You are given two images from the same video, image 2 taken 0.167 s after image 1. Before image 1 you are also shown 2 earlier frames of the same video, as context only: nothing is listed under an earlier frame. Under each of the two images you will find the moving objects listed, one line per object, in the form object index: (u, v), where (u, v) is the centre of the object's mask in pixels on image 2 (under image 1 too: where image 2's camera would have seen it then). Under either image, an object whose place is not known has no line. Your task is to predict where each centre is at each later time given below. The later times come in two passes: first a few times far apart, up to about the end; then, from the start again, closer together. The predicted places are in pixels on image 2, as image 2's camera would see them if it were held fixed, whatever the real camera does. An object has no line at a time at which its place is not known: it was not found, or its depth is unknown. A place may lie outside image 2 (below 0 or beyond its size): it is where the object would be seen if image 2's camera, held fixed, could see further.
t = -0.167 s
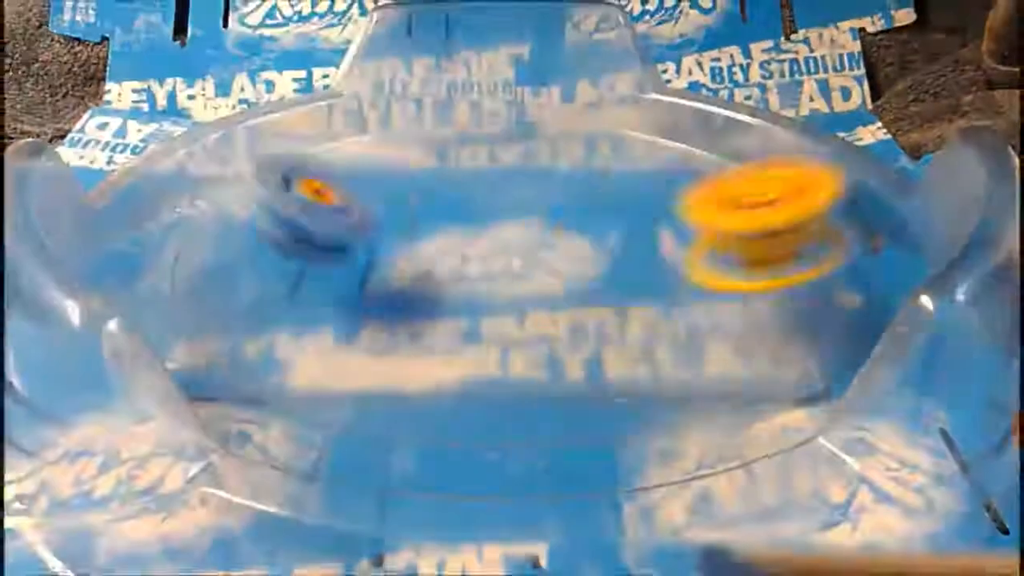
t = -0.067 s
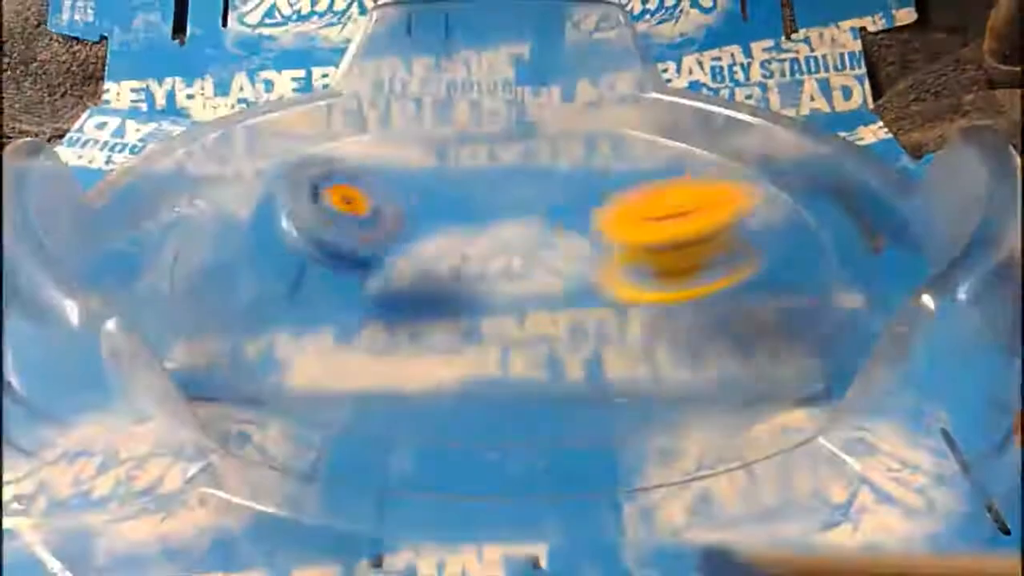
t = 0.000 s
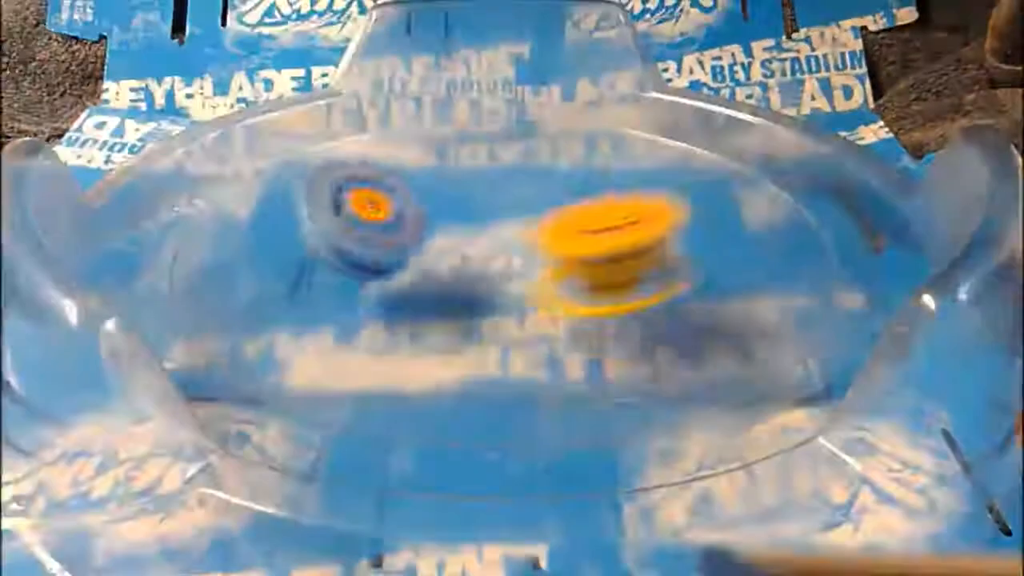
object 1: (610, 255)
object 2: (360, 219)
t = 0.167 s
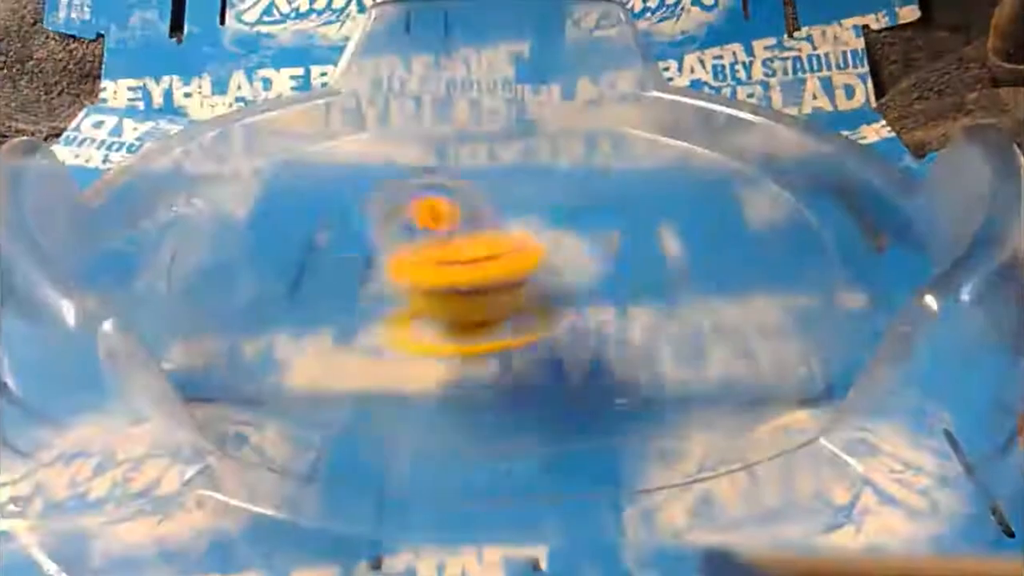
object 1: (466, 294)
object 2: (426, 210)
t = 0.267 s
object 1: (406, 311)
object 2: (517, 232)
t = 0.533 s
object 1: (336, 342)
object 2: (669, 240)
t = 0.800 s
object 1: (442, 279)
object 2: (663, 264)
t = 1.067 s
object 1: (432, 182)
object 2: (530, 274)
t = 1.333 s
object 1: (385, 164)
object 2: (347, 262)
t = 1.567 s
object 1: (535, 220)
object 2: (349, 244)
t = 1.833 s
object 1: (695, 205)
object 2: (440, 241)
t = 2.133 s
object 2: (527, 218)
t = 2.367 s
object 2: (509, 227)
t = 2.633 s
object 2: (477, 241)
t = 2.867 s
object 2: (470, 240)
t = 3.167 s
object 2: (466, 235)
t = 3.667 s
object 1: (445, 167)
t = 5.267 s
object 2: (566, 250)
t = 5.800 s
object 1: (591, 195)
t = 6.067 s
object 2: (491, 240)
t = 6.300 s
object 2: (538, 230)
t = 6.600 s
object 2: (551, 269)
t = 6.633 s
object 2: (545, 274)
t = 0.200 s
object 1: (442, 299)
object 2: (457, 207)
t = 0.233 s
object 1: (423, 304)
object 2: (488, 219)
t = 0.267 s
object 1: (406, 311)
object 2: (517, 232)
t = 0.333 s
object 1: (375, 326)
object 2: (575, 232)
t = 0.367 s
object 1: (359, 330)
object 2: (592, 234)
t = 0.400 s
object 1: (344, 335)
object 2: (613, 233)
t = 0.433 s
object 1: (332, 339)
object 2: (635, 235)
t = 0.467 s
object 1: (324, 341)
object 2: (651, 235)
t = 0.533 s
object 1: (336, 342)
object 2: (669, 240)
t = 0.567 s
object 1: (344, 339)
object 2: (674, 247)
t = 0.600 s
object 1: (354, 334)
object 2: (675, 248)
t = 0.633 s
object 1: (365, 328)
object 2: (673, 249)
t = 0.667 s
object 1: (381, 321)
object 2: (674, 251)
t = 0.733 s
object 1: (420, 303)
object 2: (670, 257)
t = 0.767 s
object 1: (432, 291)
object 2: (666, 261)
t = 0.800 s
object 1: (442, 279)
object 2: (663, 264)
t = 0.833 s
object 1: (446, 266)
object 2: (658, 268)
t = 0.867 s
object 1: (450, 252)
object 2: (649, 272)
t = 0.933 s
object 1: (449, 226)
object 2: (616, 279)
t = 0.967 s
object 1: (446, 215)
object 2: (609, 280)
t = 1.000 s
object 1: (443, 204)
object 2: (588, 281)
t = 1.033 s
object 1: (438, 193)
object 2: (560, 282)
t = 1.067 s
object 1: (432, 182)
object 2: (530, 274)
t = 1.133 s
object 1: (419, 164)
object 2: (478, 284)
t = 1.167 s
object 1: (410, 157)
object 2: (448, 282)
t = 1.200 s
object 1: (401, 152)
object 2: (420, 284)
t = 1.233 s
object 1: (393, 150)
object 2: (394, 278)
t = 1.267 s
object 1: (387, 152)
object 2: (374, 274)
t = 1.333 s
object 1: (385, 164)
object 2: (347, 262)
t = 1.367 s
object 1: (393, 173)
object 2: (343, 258)
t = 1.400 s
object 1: (409, 185)
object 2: (342, 256)
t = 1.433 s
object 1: (428, 193)
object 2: (336, 253)
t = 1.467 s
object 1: (447, 198)
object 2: (338, 250)
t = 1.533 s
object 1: (508, 220)
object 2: (344, 247)
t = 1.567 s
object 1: (535, 220)
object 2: (349, 244)
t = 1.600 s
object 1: (560, 222)
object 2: (353, 245)
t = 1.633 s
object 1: (586, 222)
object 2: (359, 244)
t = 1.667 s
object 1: (608, 220)
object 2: (364, 243)
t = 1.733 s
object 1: (647, 216)
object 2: (380, 243)
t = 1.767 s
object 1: (665, 213)
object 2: (396, 244)
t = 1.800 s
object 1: (680, 209)
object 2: (414, 243)
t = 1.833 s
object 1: (695, 205)
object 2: (440, 241)
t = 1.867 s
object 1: (704, 202)
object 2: (467, 241)
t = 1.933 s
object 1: (708, 199)
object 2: (514, 235)
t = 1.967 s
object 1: (705, 199)
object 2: (540, 234)
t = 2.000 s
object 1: (701, 200)
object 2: (561, 231)
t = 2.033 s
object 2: (567, 226)
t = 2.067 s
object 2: (555, 224)
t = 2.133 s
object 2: (527, 218)
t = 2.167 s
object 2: (518, 218)
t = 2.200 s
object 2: (513, 219)
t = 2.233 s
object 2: (512, 219)
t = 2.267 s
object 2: (512, 219)
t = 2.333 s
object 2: (510, 225)
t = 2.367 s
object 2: (509, 227)
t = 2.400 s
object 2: (508, 227)
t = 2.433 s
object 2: (508, 228)
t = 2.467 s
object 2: (504, 231)
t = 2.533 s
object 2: (495, 237)
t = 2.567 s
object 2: (488, 240)
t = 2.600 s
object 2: (483, 242)
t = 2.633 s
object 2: (477, 241)
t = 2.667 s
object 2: (473, 242)
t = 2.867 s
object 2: (470, 240)
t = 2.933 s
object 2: (468, 237)
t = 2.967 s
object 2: (467, 236)
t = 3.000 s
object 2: (466, 235)
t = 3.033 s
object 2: (466, 234)
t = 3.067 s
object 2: (468, 233)
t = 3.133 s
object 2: (466, 234)
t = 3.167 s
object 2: (466, 235)
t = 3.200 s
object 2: (466, 236)
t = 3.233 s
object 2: (466, 237)
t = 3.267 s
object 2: (466, 238)
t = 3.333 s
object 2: (467, 239)
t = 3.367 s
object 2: (466, 240)
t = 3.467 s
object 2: (471, 242)
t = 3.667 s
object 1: (445, 167)
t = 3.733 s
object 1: (496, 168)
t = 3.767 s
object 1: (520, 171)
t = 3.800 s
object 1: (543, 175)
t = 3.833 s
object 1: (566, 180)
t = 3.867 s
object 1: (590, 182)
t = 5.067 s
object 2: (485, 253)
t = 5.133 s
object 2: (519, 250)
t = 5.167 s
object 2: (532, 247)
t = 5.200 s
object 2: (547, 248)
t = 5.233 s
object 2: (558, 249)
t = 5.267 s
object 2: (566, 250)
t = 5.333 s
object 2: (577, 252)
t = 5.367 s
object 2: (582, 251)
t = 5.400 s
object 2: (584, 261)
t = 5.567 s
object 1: (441, 172)
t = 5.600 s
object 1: (464, 175)
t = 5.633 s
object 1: (487, 177)
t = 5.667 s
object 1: (508, 180)
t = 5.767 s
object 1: (572, 191)
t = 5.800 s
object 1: (591, 195)
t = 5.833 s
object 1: (610, 202)
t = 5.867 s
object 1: (626, 208)
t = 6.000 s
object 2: (484, 248)
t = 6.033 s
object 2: (488, 245)
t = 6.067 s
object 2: (491, 240)
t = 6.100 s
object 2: (495, 239)
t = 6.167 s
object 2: (510, 234)
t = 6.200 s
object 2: (515, 234)
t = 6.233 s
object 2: (522, 232)
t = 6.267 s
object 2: (529, 230)
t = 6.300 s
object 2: (538, 230)
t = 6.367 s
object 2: (548, 232)
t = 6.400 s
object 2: (555, 234)
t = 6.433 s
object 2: (556, 237)
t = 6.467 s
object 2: (559, 241)
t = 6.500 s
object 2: (561, 248)
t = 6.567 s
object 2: (557, 263)
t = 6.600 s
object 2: (551, 269)
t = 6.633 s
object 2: (545, 274)
